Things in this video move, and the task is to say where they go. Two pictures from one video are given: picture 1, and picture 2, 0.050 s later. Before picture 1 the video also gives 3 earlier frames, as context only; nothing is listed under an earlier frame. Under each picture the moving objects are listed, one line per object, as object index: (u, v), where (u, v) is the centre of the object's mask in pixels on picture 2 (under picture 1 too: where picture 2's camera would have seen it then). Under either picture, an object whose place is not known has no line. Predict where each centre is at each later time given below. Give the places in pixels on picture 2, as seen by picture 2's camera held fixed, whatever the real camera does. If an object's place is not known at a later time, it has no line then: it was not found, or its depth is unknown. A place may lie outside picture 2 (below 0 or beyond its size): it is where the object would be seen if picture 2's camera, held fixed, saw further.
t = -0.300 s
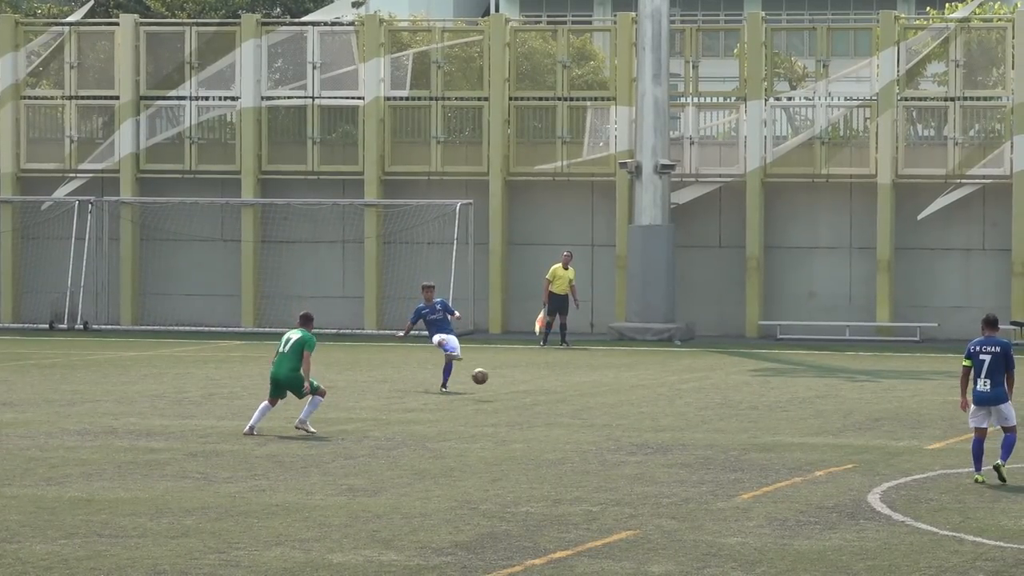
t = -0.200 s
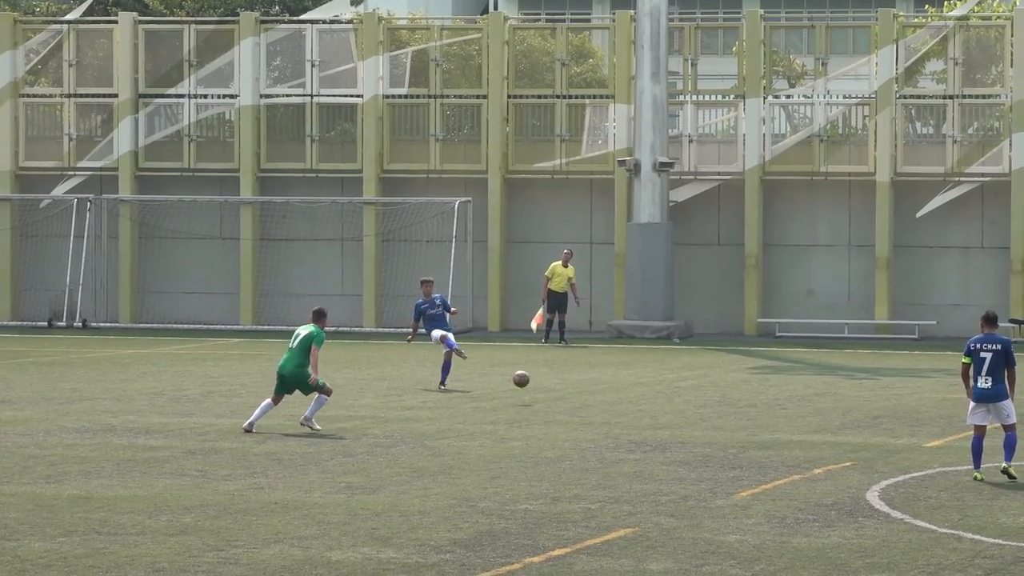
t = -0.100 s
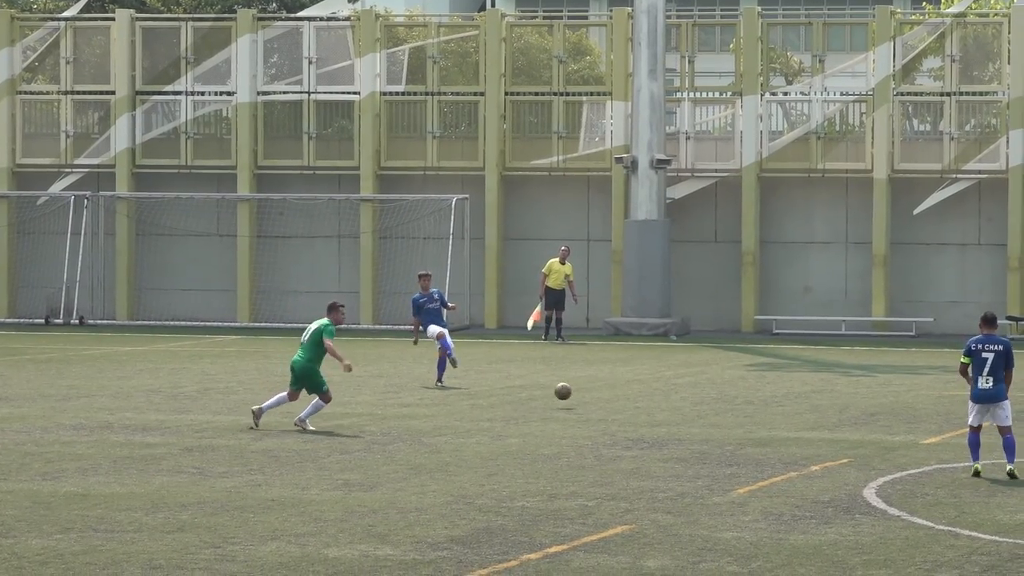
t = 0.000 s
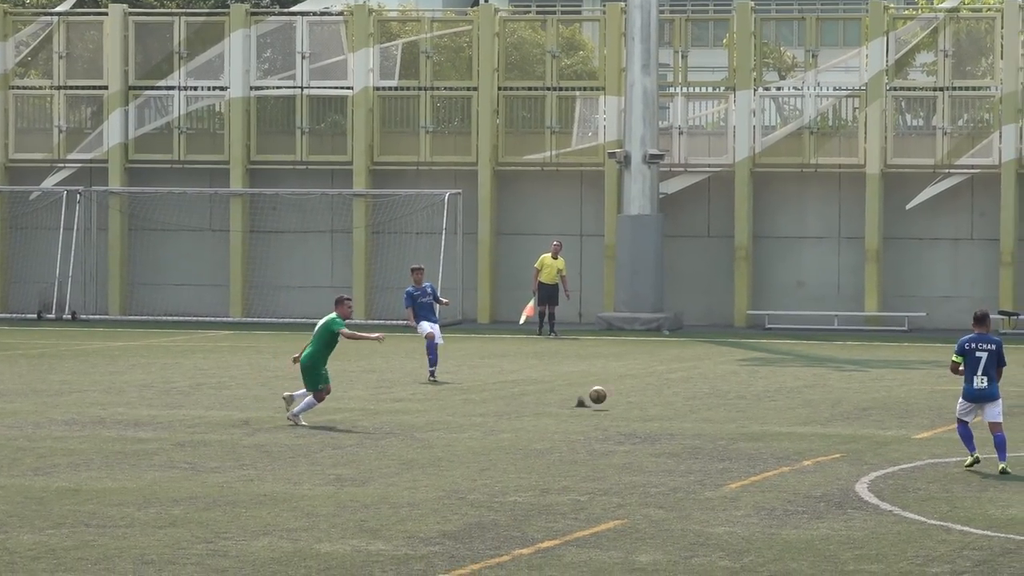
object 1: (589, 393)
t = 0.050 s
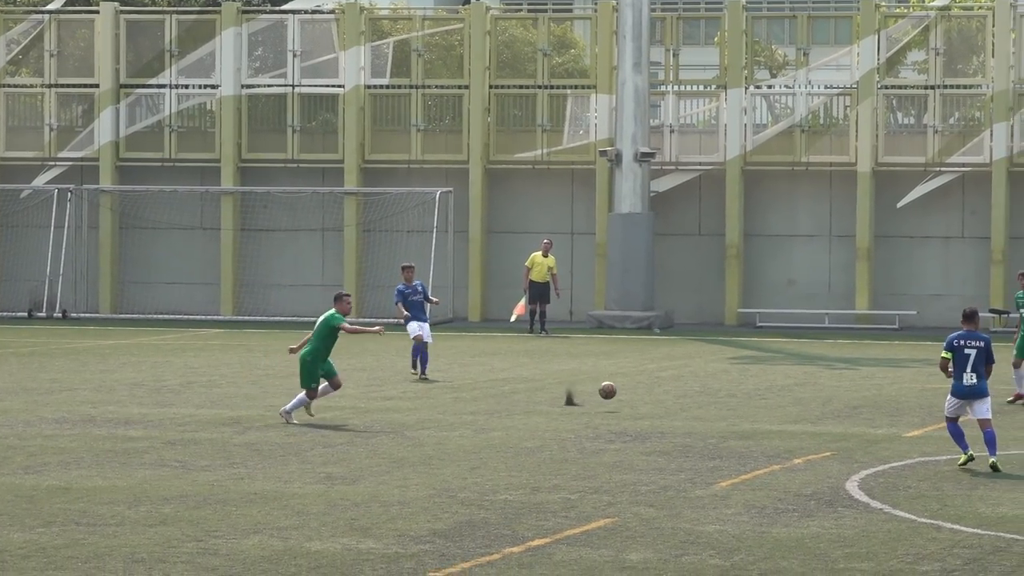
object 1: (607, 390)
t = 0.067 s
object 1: (614, 390)
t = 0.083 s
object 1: (620, 390)
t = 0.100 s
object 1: (626, 390)
